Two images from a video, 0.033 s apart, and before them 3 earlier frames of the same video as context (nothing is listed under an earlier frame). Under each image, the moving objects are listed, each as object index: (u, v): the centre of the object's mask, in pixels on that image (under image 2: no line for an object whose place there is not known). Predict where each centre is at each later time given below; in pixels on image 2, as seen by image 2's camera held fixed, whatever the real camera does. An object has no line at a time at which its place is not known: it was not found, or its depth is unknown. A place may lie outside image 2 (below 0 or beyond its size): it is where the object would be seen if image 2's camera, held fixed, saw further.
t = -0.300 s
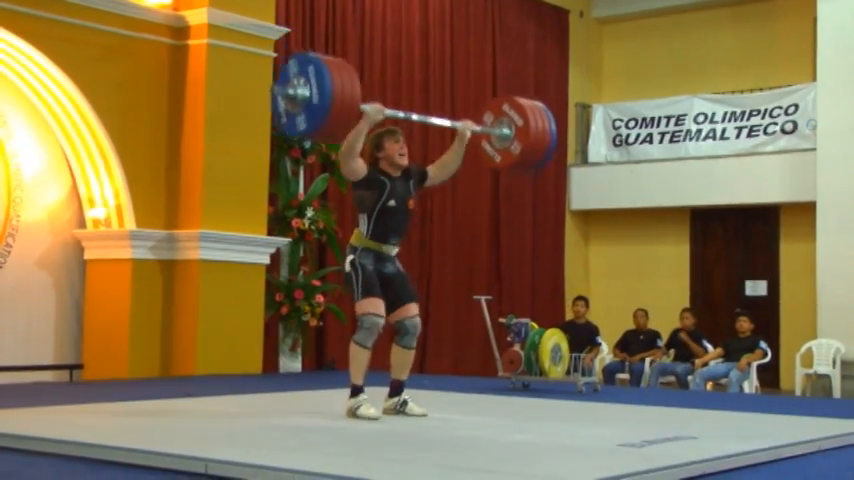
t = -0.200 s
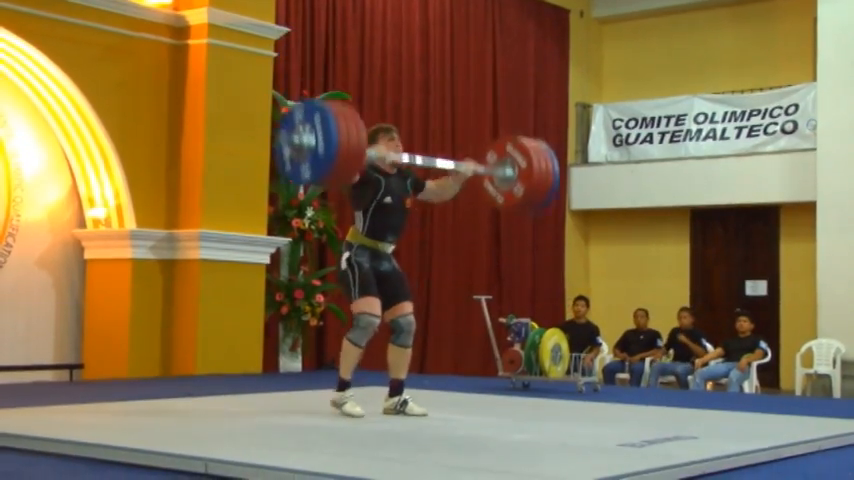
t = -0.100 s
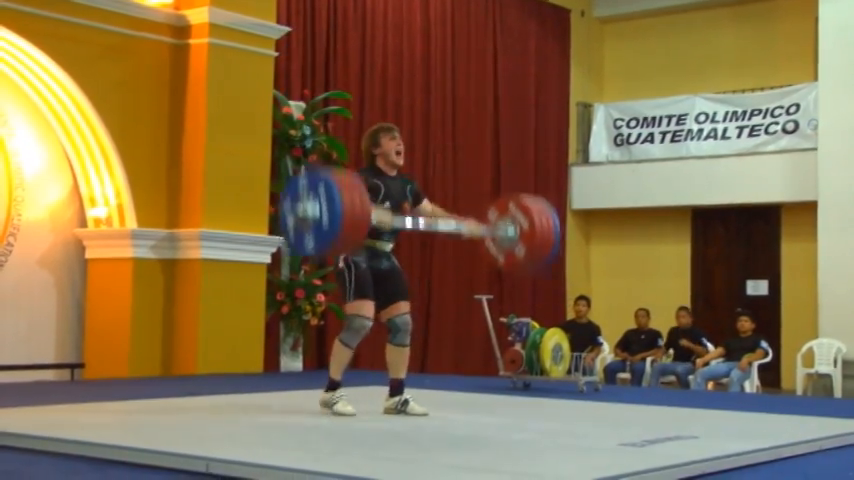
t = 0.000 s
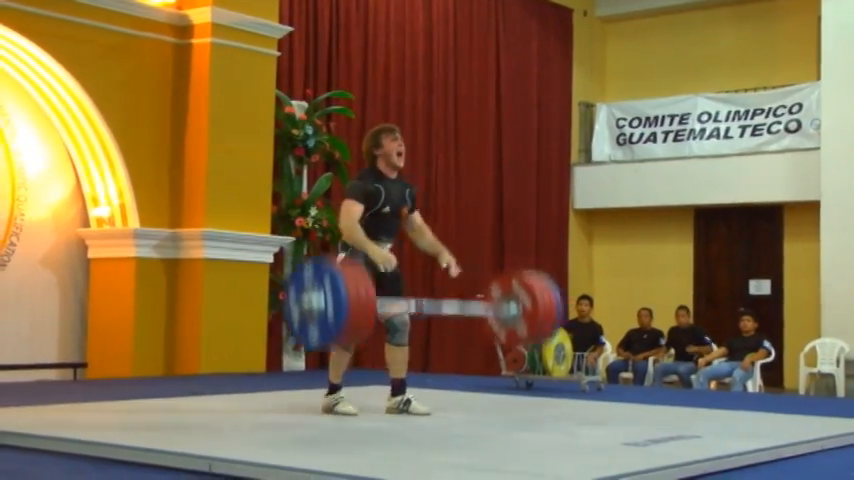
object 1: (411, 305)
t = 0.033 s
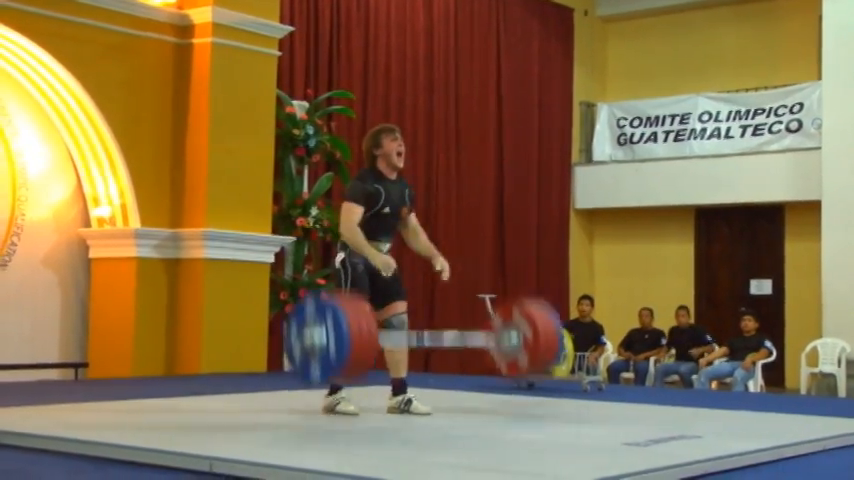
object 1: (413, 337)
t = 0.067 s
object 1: (409, 374)
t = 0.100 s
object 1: (412, 380)
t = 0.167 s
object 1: (417, 352)
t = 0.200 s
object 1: (418, 338)
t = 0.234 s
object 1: (419, 329)
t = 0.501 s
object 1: (419, 324)
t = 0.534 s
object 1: (418, 333)
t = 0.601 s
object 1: (417, 355)
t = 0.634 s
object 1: (416, 368)
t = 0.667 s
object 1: (414, 380)
